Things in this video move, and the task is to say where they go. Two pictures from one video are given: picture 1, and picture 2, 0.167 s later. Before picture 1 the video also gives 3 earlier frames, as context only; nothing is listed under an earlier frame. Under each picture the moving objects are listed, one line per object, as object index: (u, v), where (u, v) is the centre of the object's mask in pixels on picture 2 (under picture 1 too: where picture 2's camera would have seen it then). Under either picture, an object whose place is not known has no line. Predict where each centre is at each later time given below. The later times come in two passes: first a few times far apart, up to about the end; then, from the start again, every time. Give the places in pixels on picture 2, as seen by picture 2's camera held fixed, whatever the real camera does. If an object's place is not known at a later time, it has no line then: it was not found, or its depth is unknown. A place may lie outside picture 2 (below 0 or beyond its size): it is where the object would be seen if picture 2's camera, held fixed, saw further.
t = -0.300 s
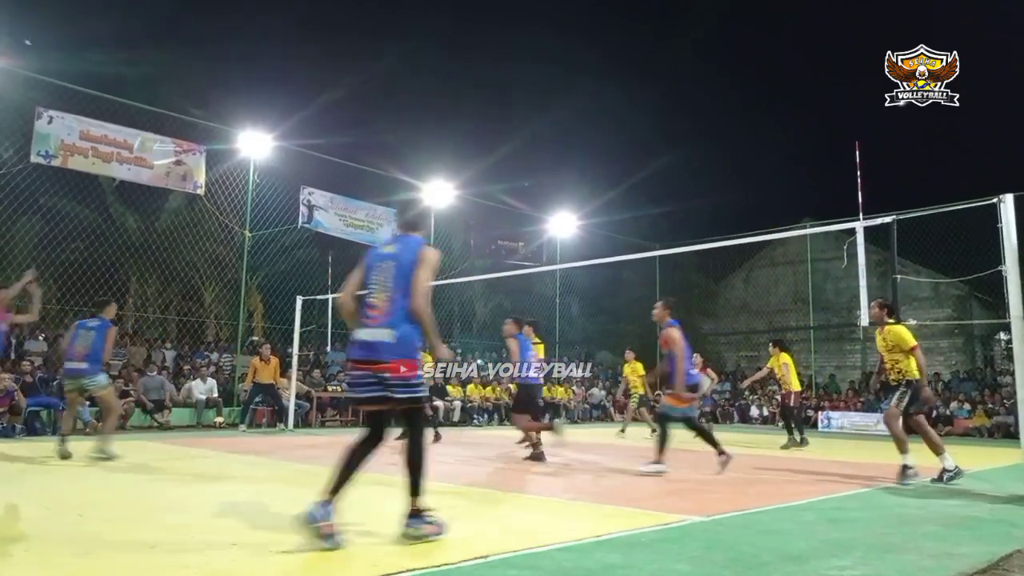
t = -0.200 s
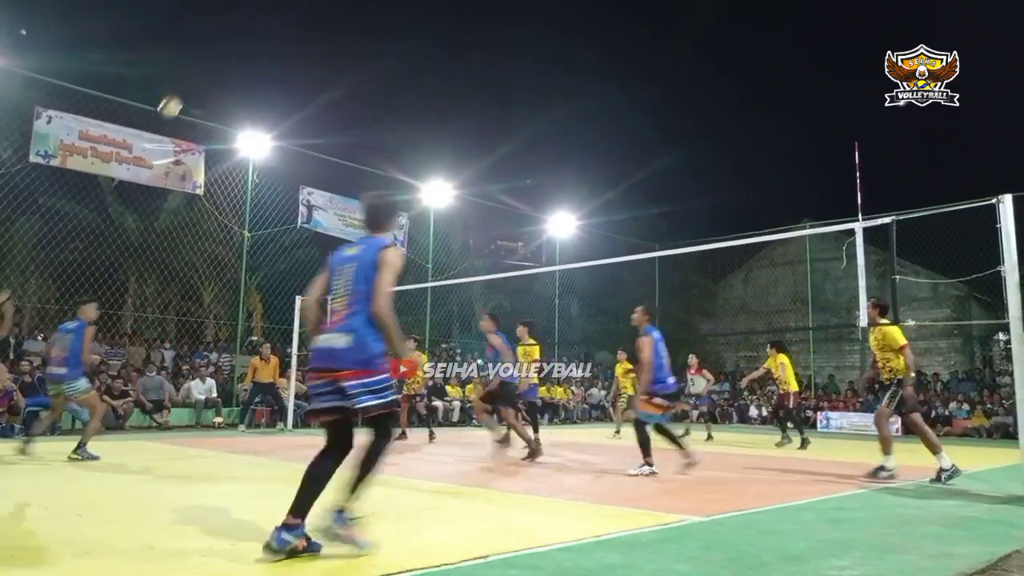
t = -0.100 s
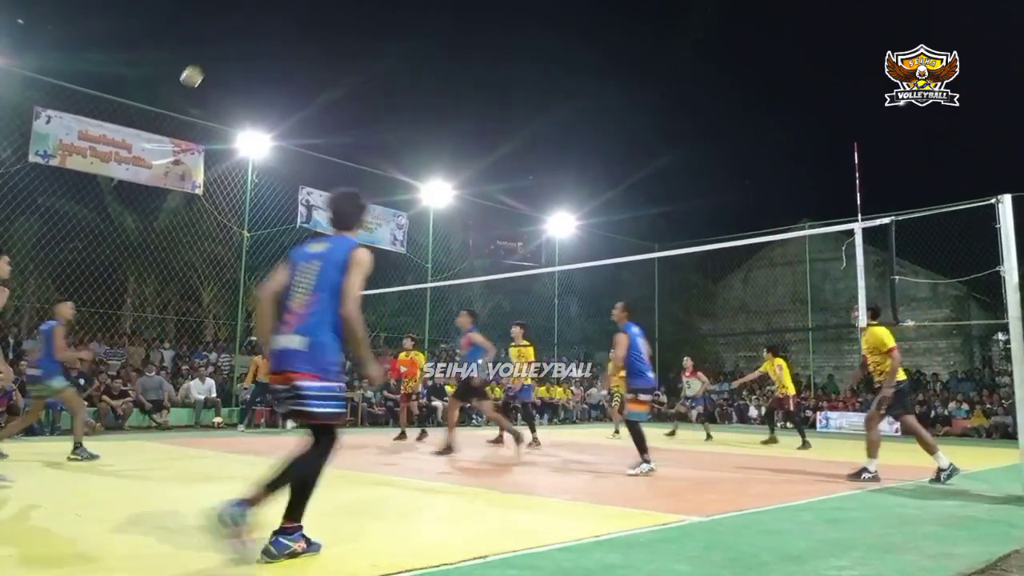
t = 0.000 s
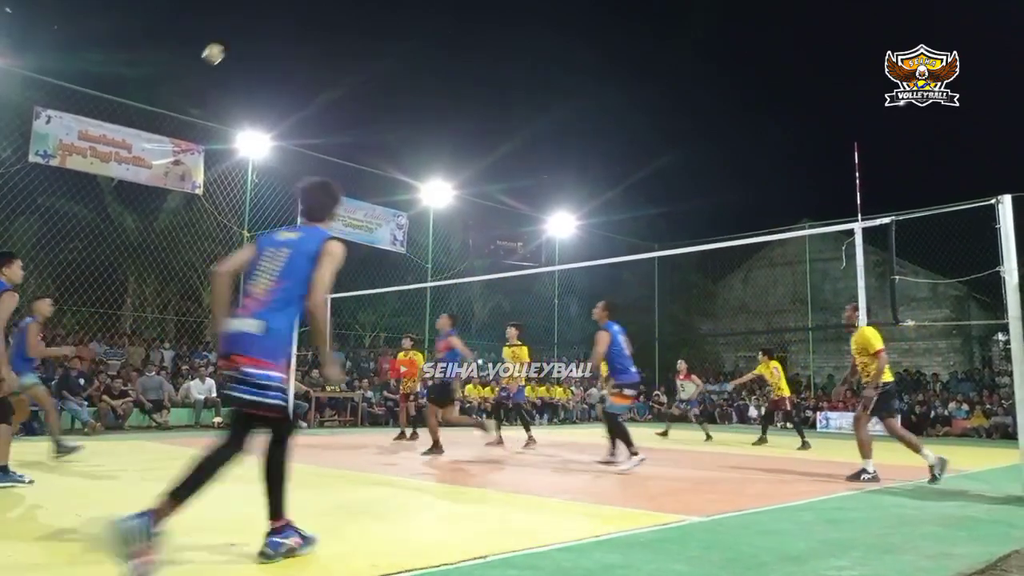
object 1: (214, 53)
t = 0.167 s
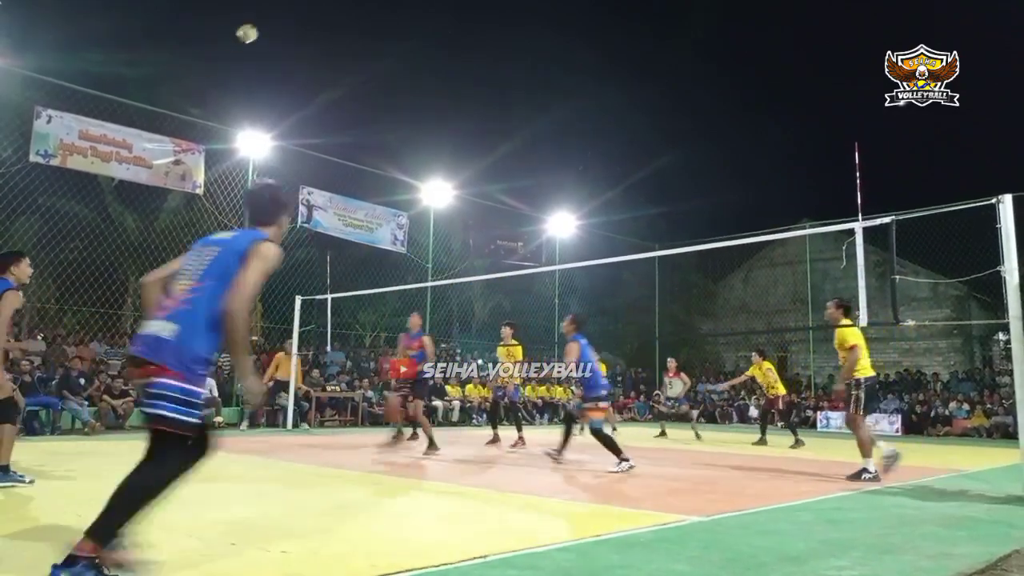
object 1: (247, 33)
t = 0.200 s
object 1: (254, 31)
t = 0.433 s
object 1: (297, 43)
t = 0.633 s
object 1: (332, 85)
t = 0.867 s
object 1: (370, 168)
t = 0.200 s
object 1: (254, 31)
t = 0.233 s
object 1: (260, 31)
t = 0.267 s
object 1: (266, 30)
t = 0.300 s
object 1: (273, 31)
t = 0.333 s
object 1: (279, 33)
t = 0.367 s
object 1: (285, 36)
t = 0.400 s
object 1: (291, 39)
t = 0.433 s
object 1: (297, 43)
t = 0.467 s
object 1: (303, 48)
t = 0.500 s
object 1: (309, 53)
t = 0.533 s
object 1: (314, 60)
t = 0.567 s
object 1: (320, 67)
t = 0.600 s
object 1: (325, 75)
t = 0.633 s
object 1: (332, 85)
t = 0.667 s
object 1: (337, 94)
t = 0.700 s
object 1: (342, 105)
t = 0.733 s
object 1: (348, 116)
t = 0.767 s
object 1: (354, 128)
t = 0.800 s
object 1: (359, 141)
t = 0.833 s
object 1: (364, 153)
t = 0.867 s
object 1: (370, 168)
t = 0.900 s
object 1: (375, 183)
